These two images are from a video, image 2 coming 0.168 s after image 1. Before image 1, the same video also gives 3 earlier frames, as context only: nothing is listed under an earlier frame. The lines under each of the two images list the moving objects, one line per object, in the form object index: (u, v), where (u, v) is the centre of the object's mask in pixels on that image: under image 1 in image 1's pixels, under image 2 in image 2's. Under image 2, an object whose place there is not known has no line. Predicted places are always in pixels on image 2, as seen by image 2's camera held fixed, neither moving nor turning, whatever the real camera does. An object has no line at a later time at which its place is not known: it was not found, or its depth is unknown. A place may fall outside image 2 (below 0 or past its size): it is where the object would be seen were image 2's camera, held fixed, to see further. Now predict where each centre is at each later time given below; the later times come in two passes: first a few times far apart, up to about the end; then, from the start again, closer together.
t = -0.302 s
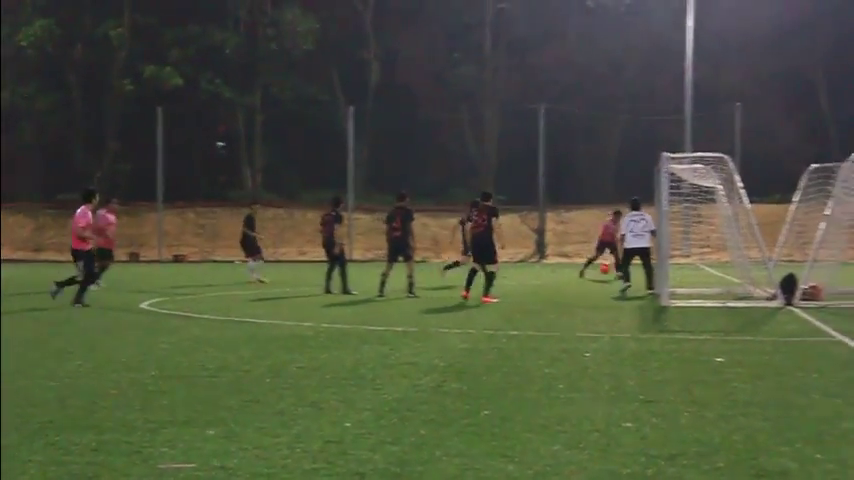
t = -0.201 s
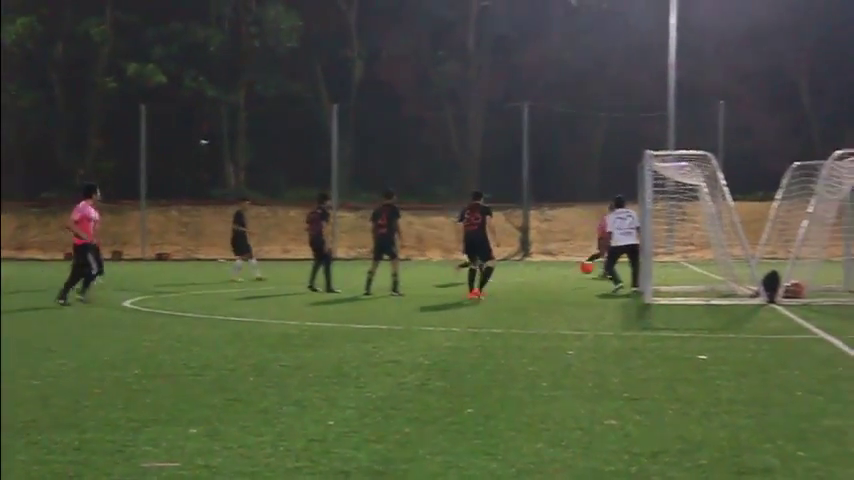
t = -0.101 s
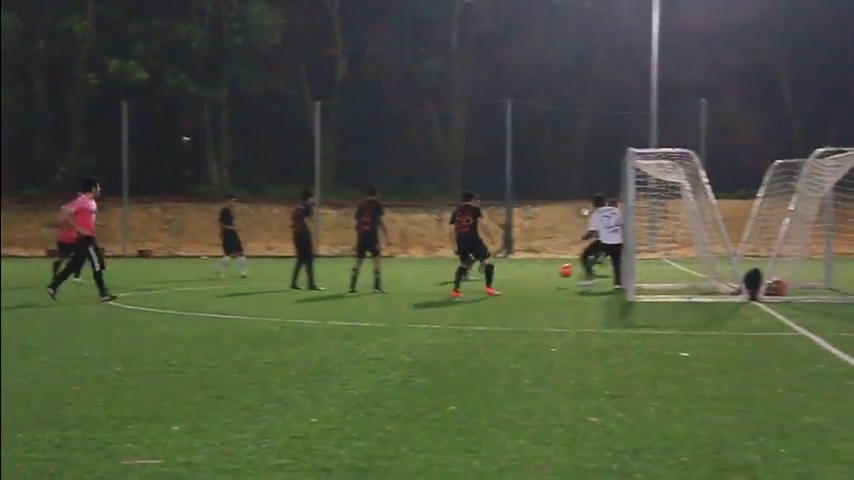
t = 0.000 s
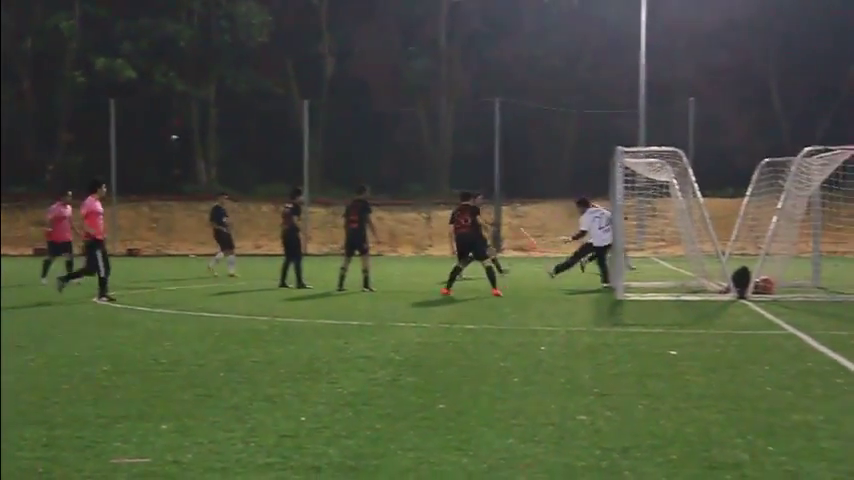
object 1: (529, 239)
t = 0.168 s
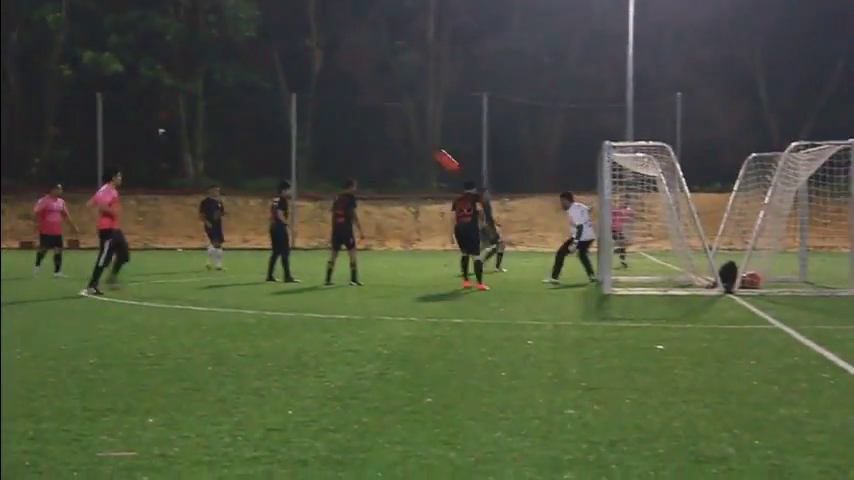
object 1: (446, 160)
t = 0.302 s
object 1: (392, 113)
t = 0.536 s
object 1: (289, 49)
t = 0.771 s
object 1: (177, 19)
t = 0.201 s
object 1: (434, 148)
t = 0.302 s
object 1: (392, 113)
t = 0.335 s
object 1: (377, 101)
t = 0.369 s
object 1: (364, 92)
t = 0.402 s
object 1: (349, 81)
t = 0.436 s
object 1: (334, 72)
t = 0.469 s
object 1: (320, 64)
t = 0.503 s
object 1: (305, 56)
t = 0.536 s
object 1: (289, 49)
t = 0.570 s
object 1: (274, 43)
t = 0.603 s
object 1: (259, 37)
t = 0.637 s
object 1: (244, 32)
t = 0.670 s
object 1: (228, 27)
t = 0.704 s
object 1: (211, 24)
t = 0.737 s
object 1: (195, 20)
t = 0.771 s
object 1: (177, 19)
